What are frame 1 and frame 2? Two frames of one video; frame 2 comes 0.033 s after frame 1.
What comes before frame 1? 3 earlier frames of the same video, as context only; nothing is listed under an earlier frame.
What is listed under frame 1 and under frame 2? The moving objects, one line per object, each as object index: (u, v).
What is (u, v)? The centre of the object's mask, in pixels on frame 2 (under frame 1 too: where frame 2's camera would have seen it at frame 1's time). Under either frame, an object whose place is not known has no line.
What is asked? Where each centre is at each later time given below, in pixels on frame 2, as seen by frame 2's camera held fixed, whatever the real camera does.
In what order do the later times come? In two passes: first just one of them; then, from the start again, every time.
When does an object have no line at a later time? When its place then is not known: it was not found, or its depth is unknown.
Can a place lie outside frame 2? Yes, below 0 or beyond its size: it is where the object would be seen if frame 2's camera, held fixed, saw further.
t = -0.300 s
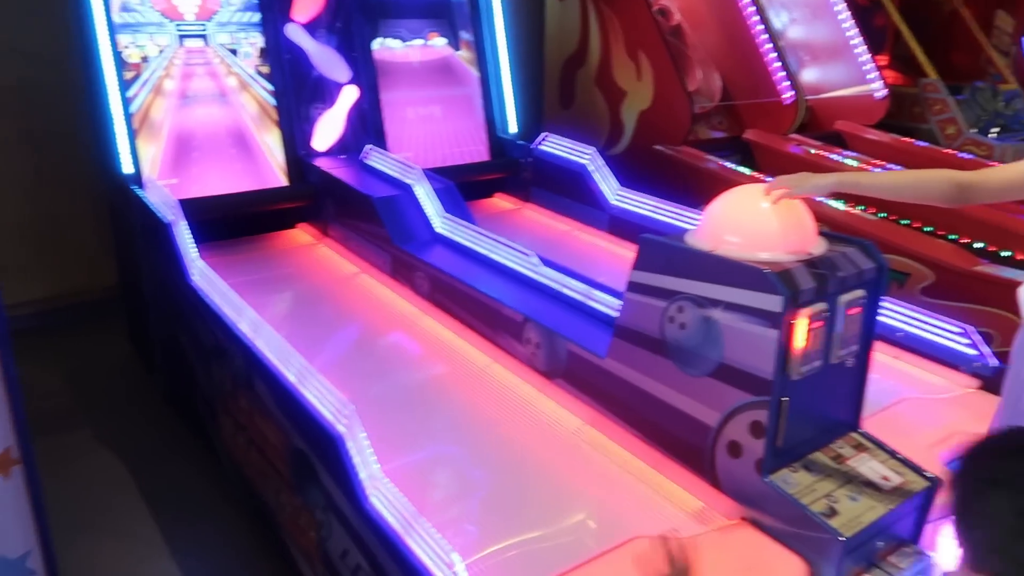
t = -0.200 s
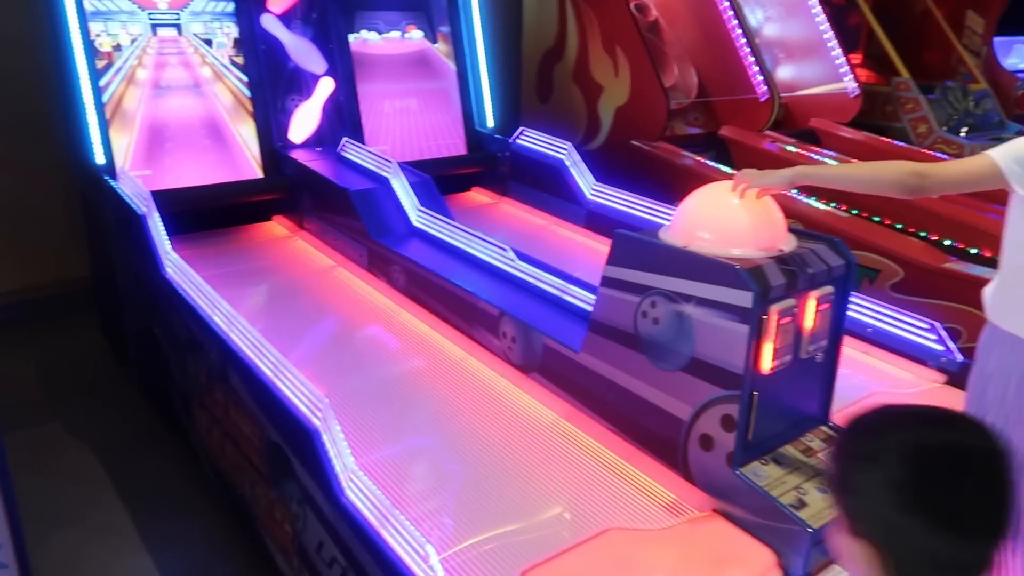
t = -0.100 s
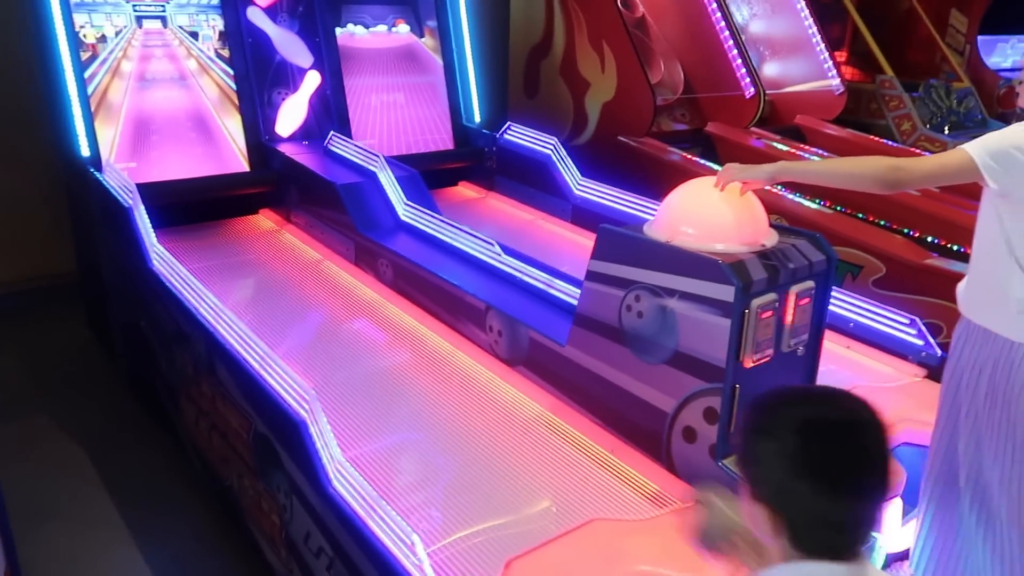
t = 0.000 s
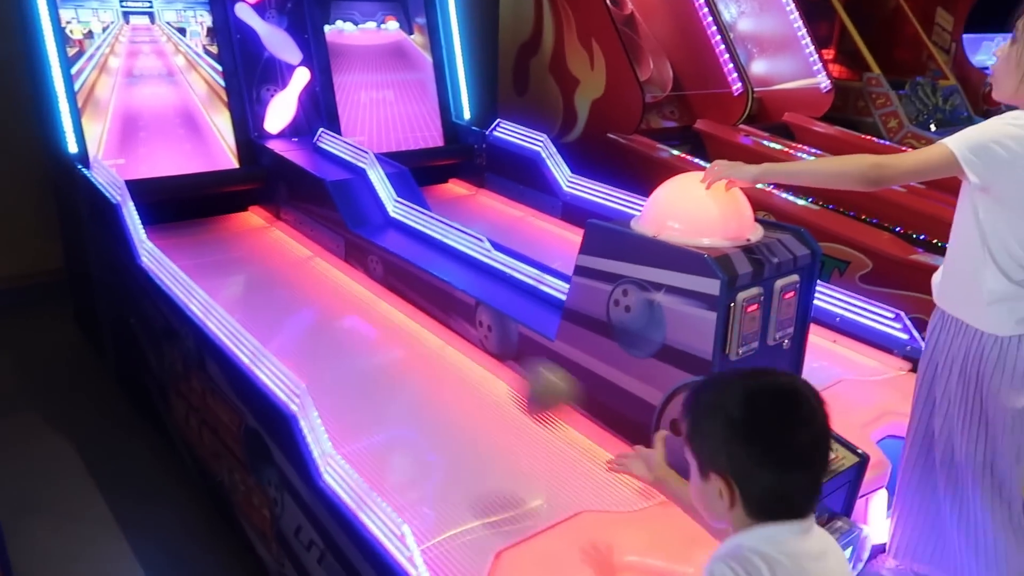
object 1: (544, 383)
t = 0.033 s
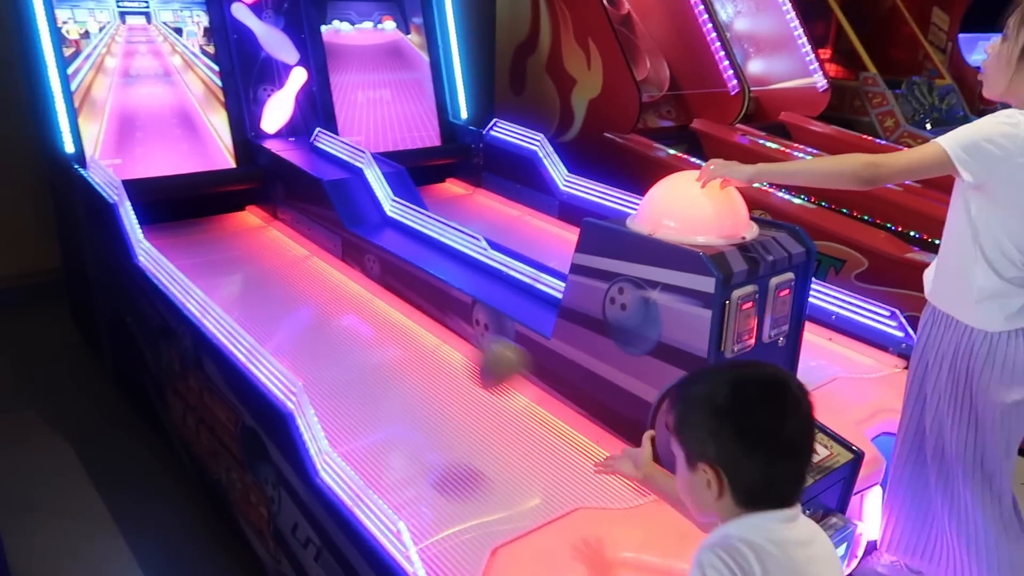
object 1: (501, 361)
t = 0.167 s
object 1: (355, 328)
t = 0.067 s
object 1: (457, 344)
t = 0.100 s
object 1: (421, 334)
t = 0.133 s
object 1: (385, 329)
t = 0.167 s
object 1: (355, 328)
